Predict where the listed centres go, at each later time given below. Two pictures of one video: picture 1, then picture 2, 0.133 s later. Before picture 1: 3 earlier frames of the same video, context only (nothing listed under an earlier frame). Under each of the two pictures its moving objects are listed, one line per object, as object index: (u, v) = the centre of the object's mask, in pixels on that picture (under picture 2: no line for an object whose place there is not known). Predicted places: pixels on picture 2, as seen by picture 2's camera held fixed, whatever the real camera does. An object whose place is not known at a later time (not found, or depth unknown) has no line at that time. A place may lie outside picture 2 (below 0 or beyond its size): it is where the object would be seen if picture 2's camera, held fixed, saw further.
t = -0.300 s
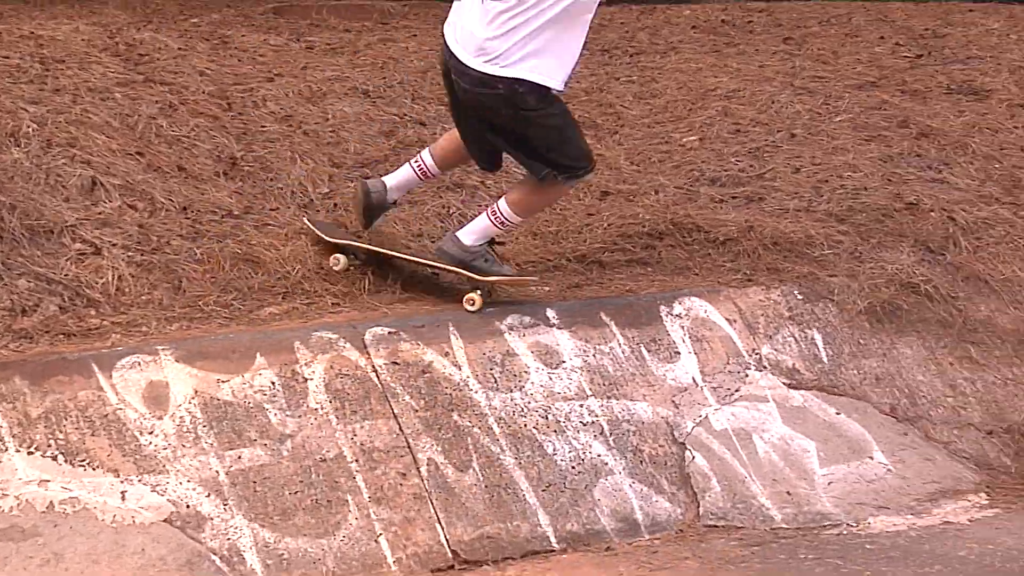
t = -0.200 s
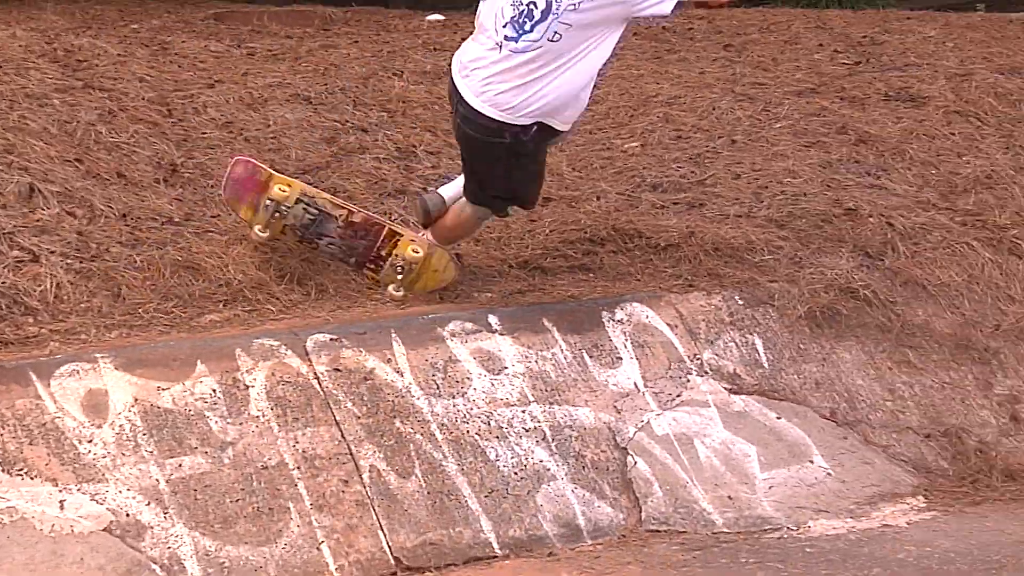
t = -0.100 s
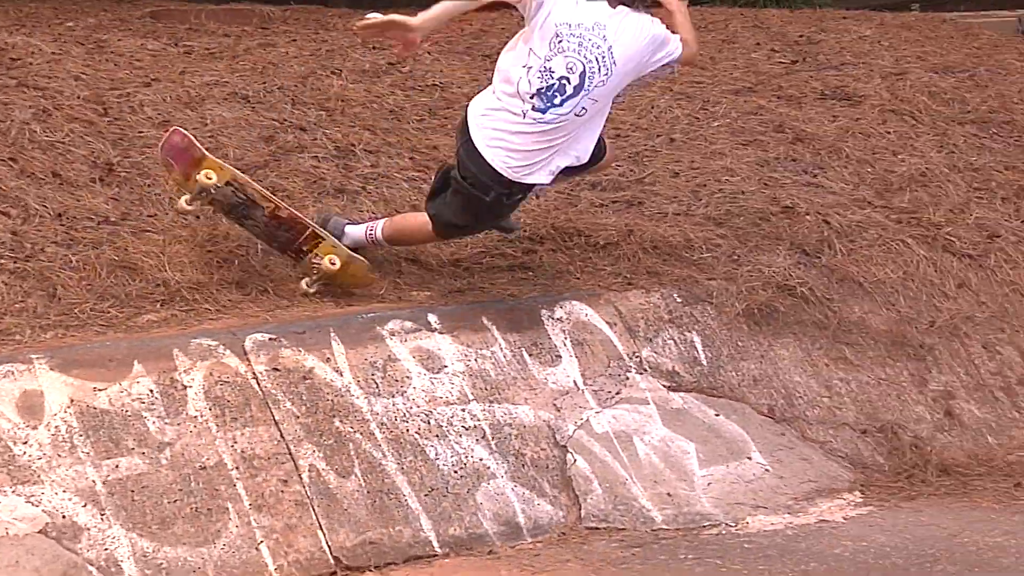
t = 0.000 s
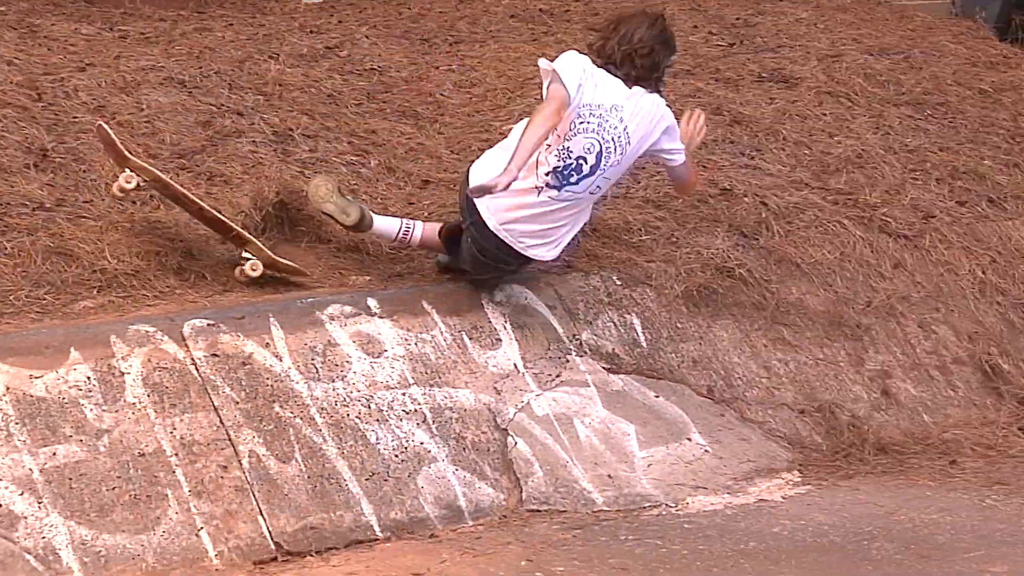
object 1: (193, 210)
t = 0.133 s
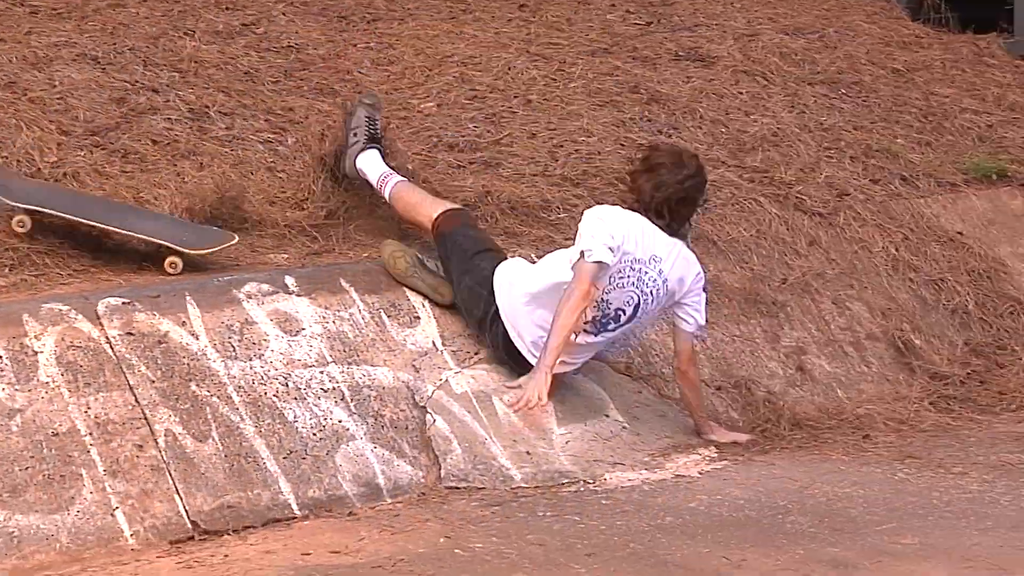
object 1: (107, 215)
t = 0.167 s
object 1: (115, 227)
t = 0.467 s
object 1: (206, 239)
